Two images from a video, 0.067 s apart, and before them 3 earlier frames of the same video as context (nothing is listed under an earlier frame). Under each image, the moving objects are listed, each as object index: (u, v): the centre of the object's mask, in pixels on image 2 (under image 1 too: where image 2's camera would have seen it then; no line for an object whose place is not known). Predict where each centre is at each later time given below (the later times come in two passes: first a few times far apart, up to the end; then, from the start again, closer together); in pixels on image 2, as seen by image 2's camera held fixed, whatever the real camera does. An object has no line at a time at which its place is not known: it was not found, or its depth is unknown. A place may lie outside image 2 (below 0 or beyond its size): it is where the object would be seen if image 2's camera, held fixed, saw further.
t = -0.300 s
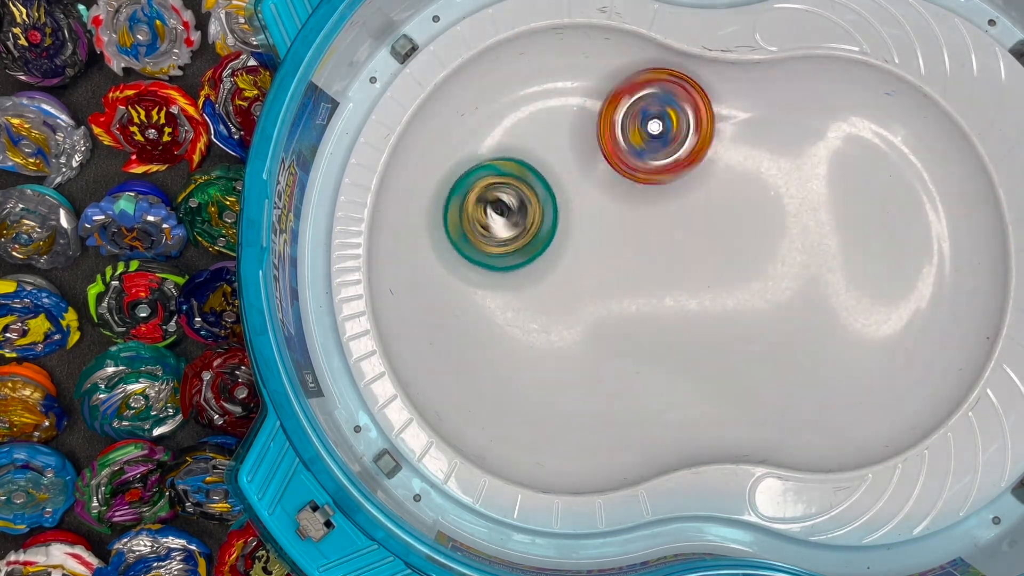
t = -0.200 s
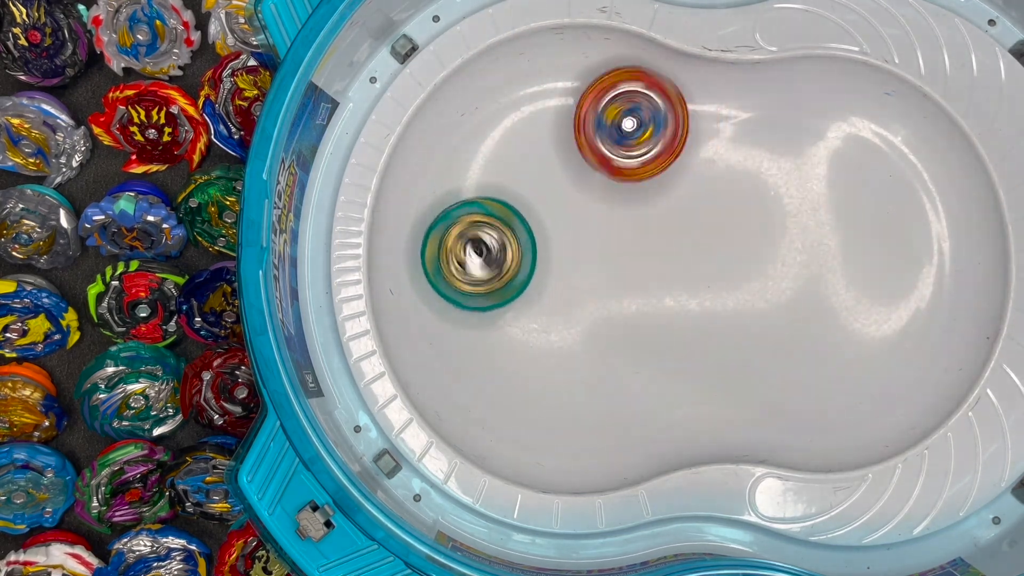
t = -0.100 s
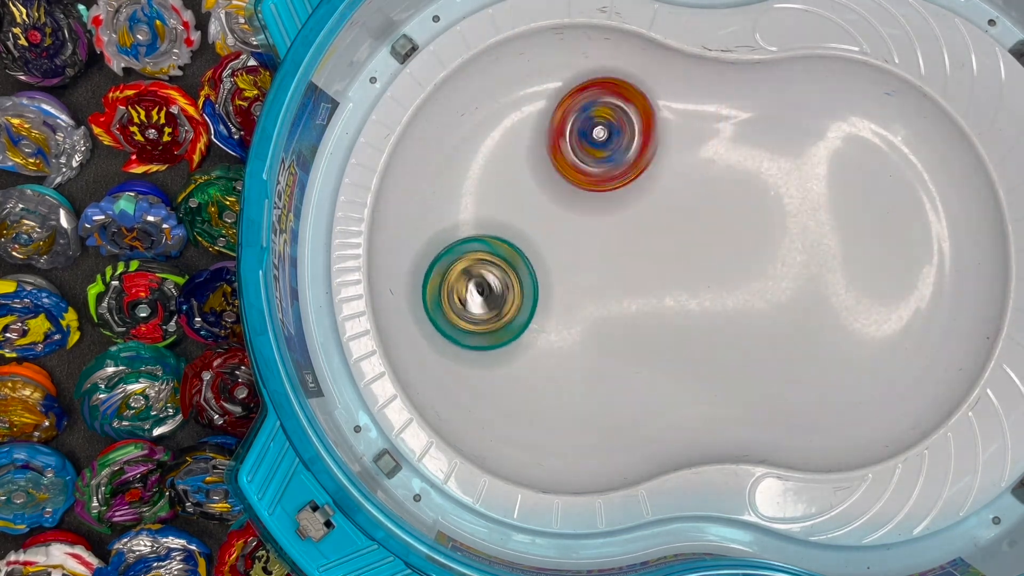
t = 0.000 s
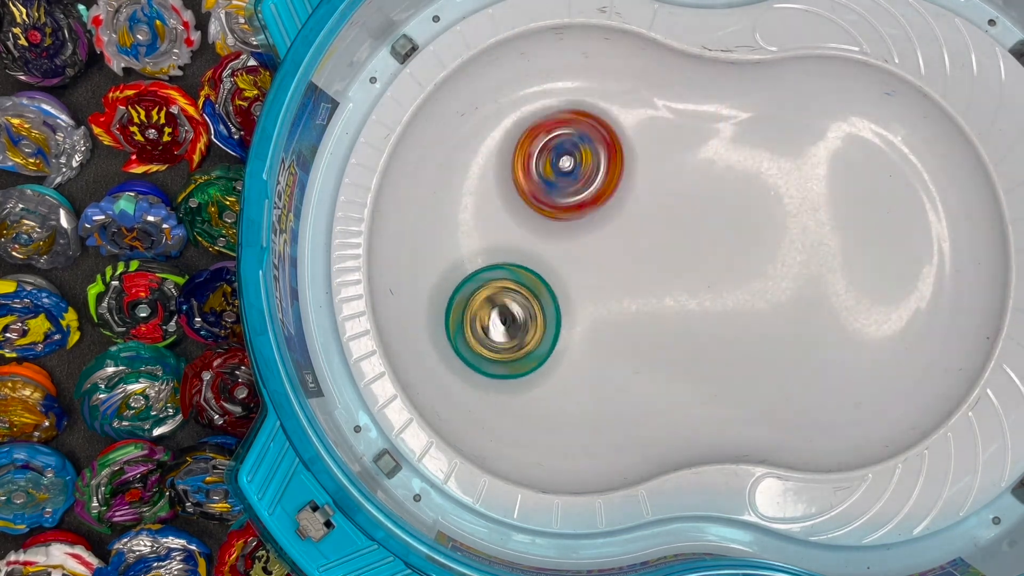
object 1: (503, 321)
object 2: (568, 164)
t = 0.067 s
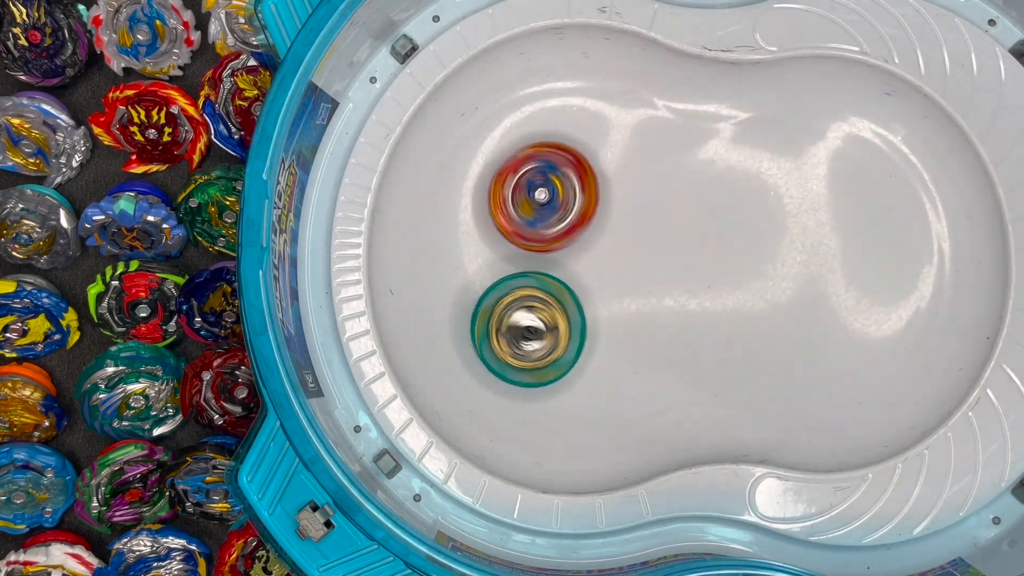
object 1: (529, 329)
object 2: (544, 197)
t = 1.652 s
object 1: (820, 227)
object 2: (710, 280)
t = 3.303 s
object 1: (649, 234)
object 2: (551, 334)
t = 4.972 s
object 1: (844, 192)
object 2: (575, 284)
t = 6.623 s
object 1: (792, 229)
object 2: (541, 252)
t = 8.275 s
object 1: (712, 277)
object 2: (581, 220)
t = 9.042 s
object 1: (815, 276)
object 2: (540, 259)
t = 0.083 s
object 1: (537, 331)
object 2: (540, 205)
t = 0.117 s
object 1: (550, 333)
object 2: (530, 219)
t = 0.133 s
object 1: (557, 336)
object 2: (529, 226)
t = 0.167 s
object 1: (570, 343)
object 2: (521, 231)
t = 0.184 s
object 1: (580, 346)
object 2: (519, 236)
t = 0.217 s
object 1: (595, 346)
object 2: (511, 243)
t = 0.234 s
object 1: (604, 346)
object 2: (510, 247)
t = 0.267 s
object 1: (621, 343)
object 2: (506, 255)
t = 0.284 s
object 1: (631, 342)
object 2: (505, 259)
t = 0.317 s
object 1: (649, 339)
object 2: (504, 266)
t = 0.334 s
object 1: (659, 338)
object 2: (504, 270)
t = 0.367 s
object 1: (677, 335)
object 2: (506, 277)
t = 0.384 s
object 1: (687, 334)
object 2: (508, 280)
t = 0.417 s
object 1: (703, 331)
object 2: (511, 285)
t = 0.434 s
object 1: (713, 329)
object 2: (515, 289)
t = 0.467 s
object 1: (727, 324)
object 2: (522, 291)
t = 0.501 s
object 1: (743, 320)
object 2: (529, 294)
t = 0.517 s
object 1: (749, 316)
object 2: (534, 294)
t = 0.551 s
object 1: (763, 310)
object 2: (542, 295)
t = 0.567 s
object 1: (768, 306)
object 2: (548, 295)
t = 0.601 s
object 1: (781, 299)
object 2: (558, 293)
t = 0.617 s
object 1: (786, 294)
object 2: (565, 292)
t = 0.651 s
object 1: (798, 286)
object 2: (574, 289)
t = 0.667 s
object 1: (802, 283)
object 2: (581, 287)
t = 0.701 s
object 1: (813, 274)
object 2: (589, 282)
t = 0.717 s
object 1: (816, 271)
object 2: (596, 279)
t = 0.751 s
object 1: (827, 263)
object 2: (606, 273)
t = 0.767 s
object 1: (831, 260)
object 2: (612, 272)
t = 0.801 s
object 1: (840, 252)
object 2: (621, 266)
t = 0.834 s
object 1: (847, 245)
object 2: (631, 263)
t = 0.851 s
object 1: (853, 242)
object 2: (636, 260)
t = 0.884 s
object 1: (859, 235)
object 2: (646, 257)
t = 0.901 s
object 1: (863, 231)
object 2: (651, 255)
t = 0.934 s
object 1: (867, 224)
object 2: (660, 253)
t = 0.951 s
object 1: (871, 220)
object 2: (664, 251)
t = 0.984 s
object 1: (873, 214)
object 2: (672, 250)
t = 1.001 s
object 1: (875, 210)
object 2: (677, 248)
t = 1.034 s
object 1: (875, 206)
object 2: (685, 248)
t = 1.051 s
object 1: (876, 202)
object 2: (689, 247)
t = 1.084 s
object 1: (875, 201)
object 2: (696, 248)
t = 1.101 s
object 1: (874, 199)
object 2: (700, 247)
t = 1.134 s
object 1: (871, 198)
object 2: (707, 249)
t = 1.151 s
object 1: (869, 196)
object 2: (711, 249)
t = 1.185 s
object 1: (867, 195)
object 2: (717, 251)
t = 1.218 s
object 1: (864, 194)
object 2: (725, 253)
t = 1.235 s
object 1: (861, 195)
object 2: (727, 254)
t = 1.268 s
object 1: (856, 195)
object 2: (735, 257)
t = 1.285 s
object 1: (852, 197)
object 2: (737, 258)
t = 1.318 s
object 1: (847, 198)
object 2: (741, 261)
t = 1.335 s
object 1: (846, 201)
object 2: (741, 262)
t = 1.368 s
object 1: (847, 203)
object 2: (737, 266)
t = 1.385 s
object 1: (846, 206)
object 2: (736, 268)
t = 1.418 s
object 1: (840, 206)
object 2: (735, 275)
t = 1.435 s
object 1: (840, 204)
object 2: (732, 277)
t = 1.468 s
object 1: (840, 206)
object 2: (730, 280)
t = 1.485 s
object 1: (840, 208)
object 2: (728, 282)
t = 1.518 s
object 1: (834, 212)
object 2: (726, 285)
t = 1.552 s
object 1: (833, 215)
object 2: (722, 284)
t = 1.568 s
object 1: (830, 217)
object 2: (721, 286)
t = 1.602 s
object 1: (827, 221)
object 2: (716, 283)
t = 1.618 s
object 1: (823, 223)
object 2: (715, 284)
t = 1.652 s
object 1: (820, 227)
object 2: (710, 280)
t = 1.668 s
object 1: (819, 230)
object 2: (705, 279)
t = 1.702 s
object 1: (820, 232)
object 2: (696, 273)
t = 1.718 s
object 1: (819, 235)
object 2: (693, 272)
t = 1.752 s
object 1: (816, 234)
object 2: (685, 267)
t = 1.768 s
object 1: (816, 235)
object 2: (681, 265)
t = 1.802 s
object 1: (815, 236)
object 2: (671, 257)
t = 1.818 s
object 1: (815, 238)
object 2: (667, 253)
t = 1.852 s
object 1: (811, 239)
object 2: (656, 244)
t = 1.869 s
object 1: (811, 239)
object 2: (653, 240)
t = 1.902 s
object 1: (809, 240)
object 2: (642, 230)
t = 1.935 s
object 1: (807, 241)
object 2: (632, 219)
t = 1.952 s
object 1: (805, 242)
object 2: (627, 214)
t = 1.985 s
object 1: (803, 240)
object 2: (616, 203)
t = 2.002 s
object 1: (801, 241)
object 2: (609, 197)
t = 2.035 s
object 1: (798, 240)
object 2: (598, 185)
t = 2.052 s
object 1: (796, 240)
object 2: (591, 178)
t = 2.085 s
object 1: (792, 237)
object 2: (582, 167)
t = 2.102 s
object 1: (790, 237)
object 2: (577, 163)
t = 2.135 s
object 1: (785, 234)
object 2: (566, 156)
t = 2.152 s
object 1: (783, 234)
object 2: (560, 153)
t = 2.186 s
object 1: (777, 231)
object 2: (552, 147)
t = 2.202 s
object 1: (775, 229)
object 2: (547, 147)
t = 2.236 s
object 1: (768, 227)
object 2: (539, 144)
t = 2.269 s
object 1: (764, 223)
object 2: (531, 145)
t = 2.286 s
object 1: (760, 223)
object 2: (529, 145)
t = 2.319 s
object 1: (754, 218)
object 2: (523, 149)
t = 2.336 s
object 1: (750, 217)
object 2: (521, 151)
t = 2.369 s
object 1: (743, 213)
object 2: (518, 158)
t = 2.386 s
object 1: (740, 213)
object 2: (517, 160)
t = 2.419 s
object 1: (731, 209)
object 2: (517, 169)
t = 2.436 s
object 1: (728, 208)
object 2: (518, 172)
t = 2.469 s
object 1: (718, 206)
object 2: (520, 183)
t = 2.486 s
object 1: (715, 204)
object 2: (521, 186)
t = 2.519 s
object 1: (704, 204)
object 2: (526, 198)
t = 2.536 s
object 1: (700, 202)
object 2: (528, 203)
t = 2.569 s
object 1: (690, 203)
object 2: (535, 214)
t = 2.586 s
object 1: (685, 201)
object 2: (537, 220)
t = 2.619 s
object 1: (676, 202)
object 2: (546, 231)
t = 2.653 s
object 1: (665, 201)
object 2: (554, 242)
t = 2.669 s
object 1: (663, 201)
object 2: (555, 249)
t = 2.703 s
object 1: (660, 204)
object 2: (556, 260)
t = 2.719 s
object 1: (660, 205)
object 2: (555, 266)
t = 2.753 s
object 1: (657, 207)
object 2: (554, 280)
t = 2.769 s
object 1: (654, 206)
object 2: (555, 286)
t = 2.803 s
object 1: (651, 203)
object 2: (553, 299)
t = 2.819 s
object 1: (652, 204)
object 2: (554, 304)
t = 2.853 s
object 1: (651, 207)
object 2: (552, 316)
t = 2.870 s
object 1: (650, 208)
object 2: (552, 320)
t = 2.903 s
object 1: (646, 210)
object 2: (554, 329)
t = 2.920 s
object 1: (645, 211)
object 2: (553, 332)
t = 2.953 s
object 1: (643, 218)
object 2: (556, 339)
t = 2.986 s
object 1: (639, 221)
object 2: (557, 343)
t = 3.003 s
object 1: (638, 225)
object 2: (558, 346)
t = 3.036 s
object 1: (635, 230)
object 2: (560, 347)
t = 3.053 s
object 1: (634, 233)
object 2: (562, 347)
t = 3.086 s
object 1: (630, 238)
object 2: (564, 346)
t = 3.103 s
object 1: (629, 240)
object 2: (566, 344)
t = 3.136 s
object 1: (634, 241)
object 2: (561, 345)
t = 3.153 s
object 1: (640, 242)
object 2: (558, 344)
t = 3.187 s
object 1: (642, 242)
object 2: (554, 345)
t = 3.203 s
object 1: (642, 241)
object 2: (552, 345)
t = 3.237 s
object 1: (644, 234)
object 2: (552, 343)
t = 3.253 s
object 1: (648, 233)
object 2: (552, 342)
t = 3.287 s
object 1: (650, 235)
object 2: (551, 337)
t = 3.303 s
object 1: (649, 234)
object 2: (551, 334)
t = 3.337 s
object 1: (650, 233)
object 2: (552, 327)
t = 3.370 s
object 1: (651, 230)
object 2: (554, 319)
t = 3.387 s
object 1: (653, 231)
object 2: (555, 314)
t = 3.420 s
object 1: (652, 231)
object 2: (559, 304)
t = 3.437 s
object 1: (653, 231)
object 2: (559, 298)
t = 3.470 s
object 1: (664, 231)
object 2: (557, 288)
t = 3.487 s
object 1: (666, 233)
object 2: (558, 283)
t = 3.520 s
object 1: (667, 234)
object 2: (561, 273)
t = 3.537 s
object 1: (671, 232)
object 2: (563, 268)
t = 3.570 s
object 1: (678, 236)
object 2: (564, 257)
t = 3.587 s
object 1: (681, 238)
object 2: (566, 249)
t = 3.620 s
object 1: (692, 238)
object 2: (572, 237)
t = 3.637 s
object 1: (698, 241)
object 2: (575, 232)
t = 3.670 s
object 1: (704, 247)
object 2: (581, 221)
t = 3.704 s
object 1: (714, 253)
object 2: (587, 209)
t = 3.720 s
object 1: (718, 256)
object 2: (591, 204)
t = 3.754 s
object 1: (728, 262)
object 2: (597, 193)
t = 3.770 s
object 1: (732, 267)
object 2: (600, 187)
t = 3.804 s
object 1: (738, 273)
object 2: (606, 177)
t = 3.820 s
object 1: (743, 276)
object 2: (608, 173)
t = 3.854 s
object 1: (749, 285)
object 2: (613, 164)
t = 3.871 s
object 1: (752, 288)
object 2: (616, 161)
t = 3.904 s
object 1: (760, 296)
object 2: (619, 154)
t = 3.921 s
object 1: (762, 299)
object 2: (621, 152)
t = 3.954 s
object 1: (770, 305)
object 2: (622, 151)
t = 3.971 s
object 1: (772, 309)
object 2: (623, 149)
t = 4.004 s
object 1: (778, 312)
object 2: (625, 149)
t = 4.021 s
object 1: (782, 315)
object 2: (624, 151)
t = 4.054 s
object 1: (785, 319)
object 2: (623, 154)
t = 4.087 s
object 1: (790, 320)
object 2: (619, 159)
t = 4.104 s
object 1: (792, 322)
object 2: (617, 161)
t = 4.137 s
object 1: (795, 321)
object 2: (612, 169)
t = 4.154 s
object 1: (798, 321)
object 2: (607, 173)
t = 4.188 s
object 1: (800, 320)
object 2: (600, 182)
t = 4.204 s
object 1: (802, 318)
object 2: (596, 187)
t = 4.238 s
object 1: (805, 317)
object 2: (587, 195)
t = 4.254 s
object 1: (805, 315)
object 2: (582, 202)
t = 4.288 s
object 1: (809, 311)
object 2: (572, 213)
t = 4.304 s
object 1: (809, 309)
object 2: (569, 217)
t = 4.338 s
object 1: (813, 301)
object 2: (560, 231)
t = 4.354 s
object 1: (815, 298)
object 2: (553, 236)
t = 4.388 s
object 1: (816, 290)
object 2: (545, 248)
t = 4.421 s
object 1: (820, 281)
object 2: (536, 259)
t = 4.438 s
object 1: (820, 278)
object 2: (532, 263)
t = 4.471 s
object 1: (823, 267)
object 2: (524, 273)
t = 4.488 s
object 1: (825, 263)
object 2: (519, 277)
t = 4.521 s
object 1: (826, 254)
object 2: (514, 285)
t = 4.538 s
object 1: (829, 249)
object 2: (511, 288)
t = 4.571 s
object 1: (831, 241)
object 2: (507, 293)
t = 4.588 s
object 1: (832, 236)
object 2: (506, 297)
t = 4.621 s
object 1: (836, 227)
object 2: (503, 302)
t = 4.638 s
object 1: (837, 224)
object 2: (502, 303)
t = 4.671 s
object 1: (840, 215)
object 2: (503, 306)
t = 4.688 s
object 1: (842, 213)
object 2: (503, 308)
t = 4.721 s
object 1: (842, 206)
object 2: (506, 308)
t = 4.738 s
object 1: (845, 202)
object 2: (508, 309)
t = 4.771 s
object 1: (847, 200)
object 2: (513, 306)
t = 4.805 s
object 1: (848, 195)
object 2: (521, 306)
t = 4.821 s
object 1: (849, 194)
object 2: (524, 305)
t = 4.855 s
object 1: (848, 194)
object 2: (534, 302)
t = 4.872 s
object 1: (847, 192)
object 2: (538, 300)
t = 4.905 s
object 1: (846, 193)
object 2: (549, 295)
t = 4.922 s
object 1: (844, 192)
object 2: (556, 293)
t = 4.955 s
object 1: (845, 191)
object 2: (568, 288)
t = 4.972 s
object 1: (844, 192)
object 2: (575, 284)
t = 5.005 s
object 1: (842, 193)
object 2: (589, 278)
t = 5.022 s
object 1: (841, 195)
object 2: (595, 274)
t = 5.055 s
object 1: (836, 199)
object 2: (610, 267)
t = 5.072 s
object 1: (835, 201)
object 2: (617, 265)
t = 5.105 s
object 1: (831, 209)
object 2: (630, 260)
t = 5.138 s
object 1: (825, 212)
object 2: (645, 257)
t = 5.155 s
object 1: (824, 216)
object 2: (651, 256)
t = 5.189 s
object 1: (817, 223)
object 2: (664, 254)
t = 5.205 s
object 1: (814, 225)
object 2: (671, 255)
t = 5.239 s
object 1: (809, 232)
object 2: (683, 254)
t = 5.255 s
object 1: (806, 235)
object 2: (687, 255)
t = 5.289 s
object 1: (815, 245)
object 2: (683, 251)
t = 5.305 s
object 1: (817, 250)
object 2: (683, 252)
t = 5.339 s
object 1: (818, 256)
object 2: (679, 255)
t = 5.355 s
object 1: (819, 257)
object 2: (677, 255)
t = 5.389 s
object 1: (825, 260)
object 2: (673, 255)
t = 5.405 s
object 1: (828, 263)
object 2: (672, 255)
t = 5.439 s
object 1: (829, 271)
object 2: (668, 256)
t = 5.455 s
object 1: (828, 272)
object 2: (665, 256)
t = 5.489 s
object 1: (832, 275)
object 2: (660, 254)
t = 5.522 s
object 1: (833, 280)
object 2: (656, 251)
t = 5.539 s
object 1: (833, 281)
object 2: (654, 249)
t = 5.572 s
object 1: (833, 283)
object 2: (651, 247)
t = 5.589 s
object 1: (833, 283)
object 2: (649, 246)
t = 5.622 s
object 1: (834, 284)
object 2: (644, 241)
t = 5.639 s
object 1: (834, 285)
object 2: (642, 238)
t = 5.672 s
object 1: (833, 285)
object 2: (638, 234)
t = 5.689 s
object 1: (834, 284)
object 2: (636, 231)
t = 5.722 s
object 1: (832, 284)
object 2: (633, 225)
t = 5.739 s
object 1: (832, 283)
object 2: (631, 222)
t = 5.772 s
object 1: (831, 280)
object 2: (627, 216)
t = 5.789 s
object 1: (830, 280)
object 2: (624, 213)
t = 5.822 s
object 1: (826, 274)
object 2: (620, 207)
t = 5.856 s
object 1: (826, 269)
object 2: (615, 201)
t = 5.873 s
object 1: (825, 267)
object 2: (613, 199)
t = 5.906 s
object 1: (822, 260)
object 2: (607, 193)
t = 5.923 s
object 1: (821, 257)
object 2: (605, 191)
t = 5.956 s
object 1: (820, 249)
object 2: (600, 186)
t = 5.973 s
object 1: (819, 245)
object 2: (597, 184)
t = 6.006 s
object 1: (819, 239)
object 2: (592, 179)
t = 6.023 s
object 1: (817, 236)
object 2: (590, 178)
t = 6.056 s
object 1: (816, 227)
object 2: (584, 175)
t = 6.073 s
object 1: (816, 224)
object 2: (582, 174)
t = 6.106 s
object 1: (815, 218)
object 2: (577, 174)
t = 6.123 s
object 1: (814, 214)
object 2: (575, 174)
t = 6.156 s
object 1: (814, 209)
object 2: (570, 176)
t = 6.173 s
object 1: (813, 206)
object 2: (567, 178)
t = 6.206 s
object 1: (813, 202)
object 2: (561, 180)
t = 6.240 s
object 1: (813, 200)
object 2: (558, 183)
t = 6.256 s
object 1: (811, 199)
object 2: (556, 186)
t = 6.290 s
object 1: (811, 198)
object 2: (552, 191)
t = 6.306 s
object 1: (810, 198)
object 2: (550, 193)
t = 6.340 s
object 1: (808, 199)
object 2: (547, 199)
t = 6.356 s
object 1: (808, 199)
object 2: (546, 201)
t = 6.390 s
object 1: (806, 200)
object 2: (545, 207)
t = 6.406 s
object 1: (805, 199)
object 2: (543, 211)
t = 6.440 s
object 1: (807, 202)
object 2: (541, 217)
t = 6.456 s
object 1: (806, 205)
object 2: (540, 220)
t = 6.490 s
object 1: (802, 209)
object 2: (540, 226)
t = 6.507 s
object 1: (802, 210)
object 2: (540, 230)
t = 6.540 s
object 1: (800, 216)
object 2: (539, 237)
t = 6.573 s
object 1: (797, 221)
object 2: (538, 243)
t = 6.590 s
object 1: (796, 223)
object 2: (539, 246)
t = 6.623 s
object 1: (792, 229)
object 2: (541, 252)
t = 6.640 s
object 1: (790, 231)
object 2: (540, 255)
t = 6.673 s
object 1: (787, 236)
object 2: (541, 261)
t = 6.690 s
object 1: (785, 239)
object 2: (541, 263)
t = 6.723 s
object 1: (780, 243)
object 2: (543, 268)
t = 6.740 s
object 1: (778, 244)
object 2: (545, 271)
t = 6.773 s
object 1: (772, 248)
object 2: (547, 276)
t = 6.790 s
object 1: (769, 249)
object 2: (547, 279)
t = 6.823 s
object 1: (764, 251)
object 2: (550, 282)
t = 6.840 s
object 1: (760, 252)
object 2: (552, 283)
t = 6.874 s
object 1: (753, 252)
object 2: (556, 287)
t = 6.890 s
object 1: (751, 252)
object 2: (558, 289)
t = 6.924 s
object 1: (744, 252)
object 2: (561, 291)
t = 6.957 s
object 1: (736, 249)
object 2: (565, 291)
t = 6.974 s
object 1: (733, 248)
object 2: (568, 291)
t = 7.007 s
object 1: (725, 245)
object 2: (573, 292)
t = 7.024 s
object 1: (721, 243)
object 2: (576, 293)
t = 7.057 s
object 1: (715, 238)
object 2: (579, 292)
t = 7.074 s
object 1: (711, 236)
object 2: (581, 291)
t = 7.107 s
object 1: (703, 230)
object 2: (585, 289)
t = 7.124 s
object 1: (700, 227)
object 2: (588, 288)
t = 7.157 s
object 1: (692, 222)
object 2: (593, 287)
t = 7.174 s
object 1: (689, 218)
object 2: (594, 287)
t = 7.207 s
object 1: (688, 213)
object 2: (593, 284)
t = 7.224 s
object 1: (686, 210)
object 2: (593, 283)
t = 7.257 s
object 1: (684, 202)
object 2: (591, 280)
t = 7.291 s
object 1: (683, 195)
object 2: (593, 278)
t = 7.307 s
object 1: (682, 192)
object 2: (593, 278)
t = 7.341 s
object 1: (679, 186)
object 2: (591, 279)
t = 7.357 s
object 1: (679, 185)
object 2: (589, 277)
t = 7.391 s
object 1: (676, 185)
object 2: (589, 271)
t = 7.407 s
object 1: (675, 185)
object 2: (591, 269)
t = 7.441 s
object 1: (673, 186)
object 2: (590, 266)
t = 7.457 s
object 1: (679, 185)
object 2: (585, 268)
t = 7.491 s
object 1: (688, 188)
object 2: (572, 261)
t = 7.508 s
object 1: (689, 191)
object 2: (569, 257)
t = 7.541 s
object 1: (691, 195)
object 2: (569, 252)
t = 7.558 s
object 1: (692, 197)
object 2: (568, 253)
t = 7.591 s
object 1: (698, 201)
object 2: (562, 253)
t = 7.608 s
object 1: (702, 206)
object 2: (558, 251)
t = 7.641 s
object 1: (707, 220)
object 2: (554, 244)
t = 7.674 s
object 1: (707, 231)
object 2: (553, 238)
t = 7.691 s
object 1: (710, 235)
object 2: (555, 236)
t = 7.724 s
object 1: (713, 249)
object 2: (556, 232)
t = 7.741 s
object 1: (714, 255)
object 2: (556, 231)
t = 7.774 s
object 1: (717, 268)
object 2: (555, 226)
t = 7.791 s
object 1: (717, 276)
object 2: (557, 223)
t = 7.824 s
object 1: (715, 287)
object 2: (562, 219)
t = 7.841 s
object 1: (715, 291)
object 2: (565, 218)
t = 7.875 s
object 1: (716, 302)
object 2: (570, 217)
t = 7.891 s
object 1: (715, 307)
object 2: (573, 217)
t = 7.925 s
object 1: (714, 313)
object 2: (578, 216)
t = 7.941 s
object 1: (714, 316)
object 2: (580, 216)
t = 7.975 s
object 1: (711, 320)
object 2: (586, 214)
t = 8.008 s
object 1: (709, 320)
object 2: (592, 216)
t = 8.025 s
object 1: (709, 320)
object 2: (595, 218)
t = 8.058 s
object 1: (705, 319)
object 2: (597, 221)
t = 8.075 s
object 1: (703, 316)
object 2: (600, 223)
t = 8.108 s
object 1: (702, 309)
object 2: (603, 228)
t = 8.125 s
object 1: (701, 306)
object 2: (604, 231)
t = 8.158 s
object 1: (700, 299)
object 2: (602, 230)
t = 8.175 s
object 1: (702, 297)
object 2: (602, 228)
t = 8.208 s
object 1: (702, 290)
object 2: (600, 229)
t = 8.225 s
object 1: (700, 285)
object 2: (599, 230)
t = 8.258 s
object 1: (708, 278)
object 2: (586, 226)
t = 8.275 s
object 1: (712, 277)
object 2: (581, 220)
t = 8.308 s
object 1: (715, 275)
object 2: (574, 212)
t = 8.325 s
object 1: (717, 270)
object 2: (572, 209)
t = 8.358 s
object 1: (727, 261)
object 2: (570, 205)
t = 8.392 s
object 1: (737, 260)
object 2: (565, 201)
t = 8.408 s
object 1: (740, 259)
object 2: (562, 200)
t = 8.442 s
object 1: (747, 256)
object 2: (556, 193)
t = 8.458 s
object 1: (750, 255)
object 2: (555, 189)
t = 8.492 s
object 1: (756, 252)
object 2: (557, 182)
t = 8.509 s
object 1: (760, 250)
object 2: (559, 180)
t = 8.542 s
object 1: (769, 252)
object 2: (563, 180)
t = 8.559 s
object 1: (772, 253)
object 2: (564, 181)
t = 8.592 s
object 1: (775, 253)
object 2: (565, 183)
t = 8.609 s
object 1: (779, 252)
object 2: (566, 183)
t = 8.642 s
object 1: (786, 255)
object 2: (569, 184)
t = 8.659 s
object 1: (788, 256)
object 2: (570, 185)
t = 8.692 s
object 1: (794, 258)
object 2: (575, 188)
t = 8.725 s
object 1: (798, 262)
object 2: (577, 195)
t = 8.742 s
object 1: (799, 263)
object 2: (578, 198)
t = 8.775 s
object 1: (804, 265)
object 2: (576, 207)
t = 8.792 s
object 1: (806, 267)
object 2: (575, 209)
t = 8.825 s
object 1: (807, 272)
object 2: (574, 217)
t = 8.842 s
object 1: (807, 272)
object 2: (573, 220)
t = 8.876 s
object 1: (811, 274)
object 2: (571, 229)
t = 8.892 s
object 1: (812, 276)
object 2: (568, 234)
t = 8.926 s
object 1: (811, 278)
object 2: (564, 242)
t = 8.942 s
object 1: (812, 277)
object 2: (560, 246)
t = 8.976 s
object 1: (813, 277)
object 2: (552, 251)
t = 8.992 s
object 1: (813, 277)
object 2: (549, 255)
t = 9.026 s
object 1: (814, 276)
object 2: (542, 257)
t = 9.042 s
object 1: (815, 276)
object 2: (540, 259)
